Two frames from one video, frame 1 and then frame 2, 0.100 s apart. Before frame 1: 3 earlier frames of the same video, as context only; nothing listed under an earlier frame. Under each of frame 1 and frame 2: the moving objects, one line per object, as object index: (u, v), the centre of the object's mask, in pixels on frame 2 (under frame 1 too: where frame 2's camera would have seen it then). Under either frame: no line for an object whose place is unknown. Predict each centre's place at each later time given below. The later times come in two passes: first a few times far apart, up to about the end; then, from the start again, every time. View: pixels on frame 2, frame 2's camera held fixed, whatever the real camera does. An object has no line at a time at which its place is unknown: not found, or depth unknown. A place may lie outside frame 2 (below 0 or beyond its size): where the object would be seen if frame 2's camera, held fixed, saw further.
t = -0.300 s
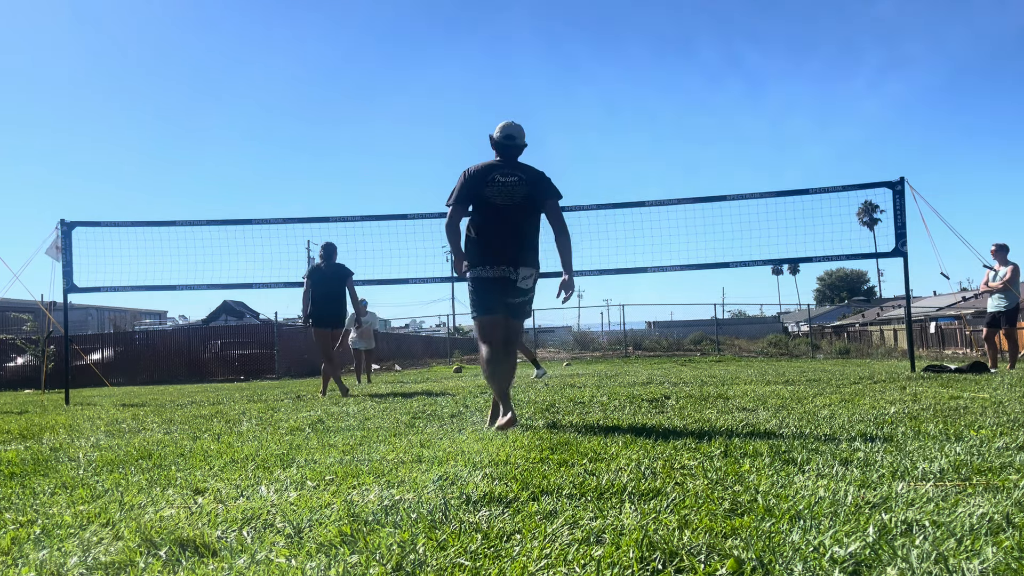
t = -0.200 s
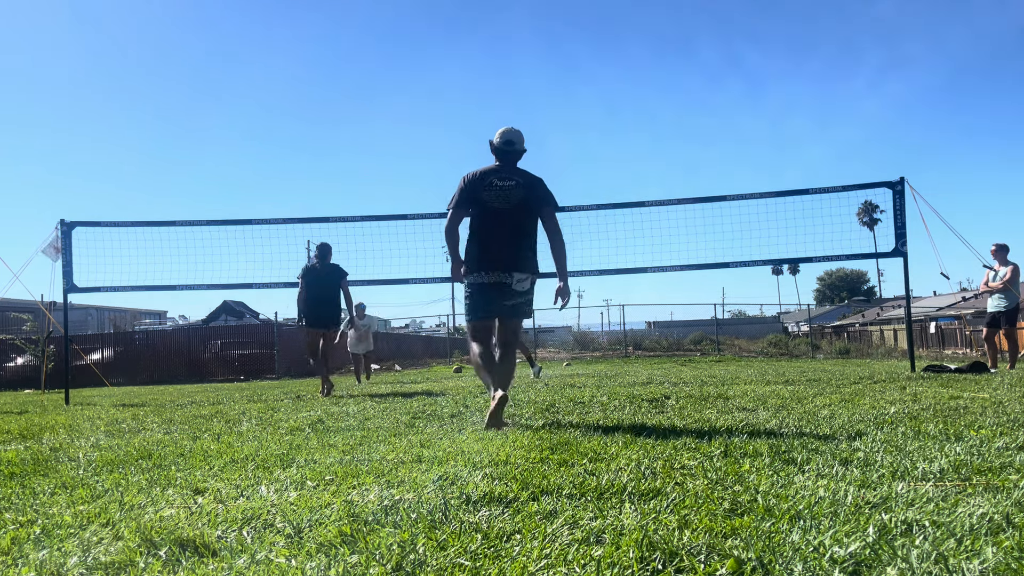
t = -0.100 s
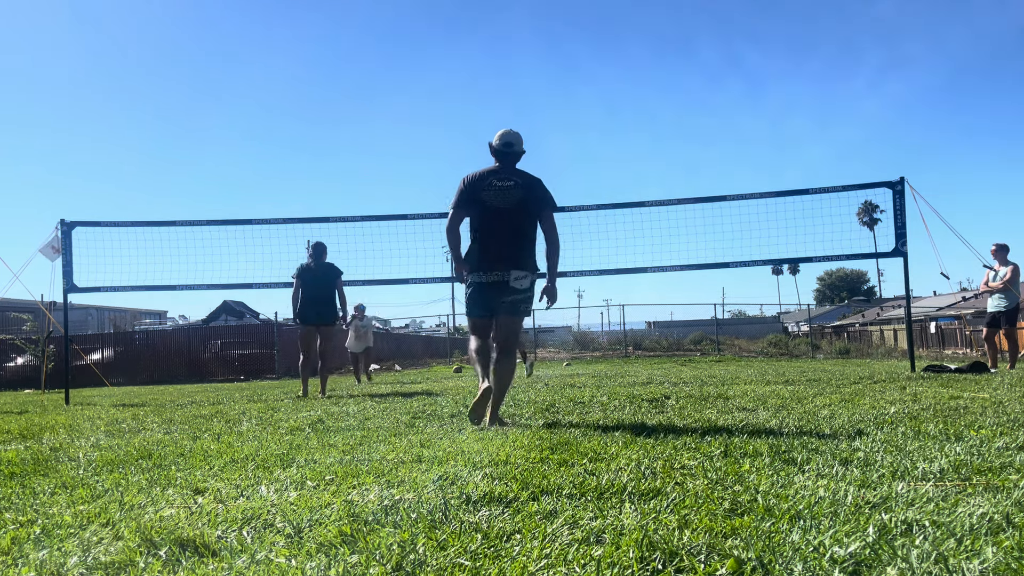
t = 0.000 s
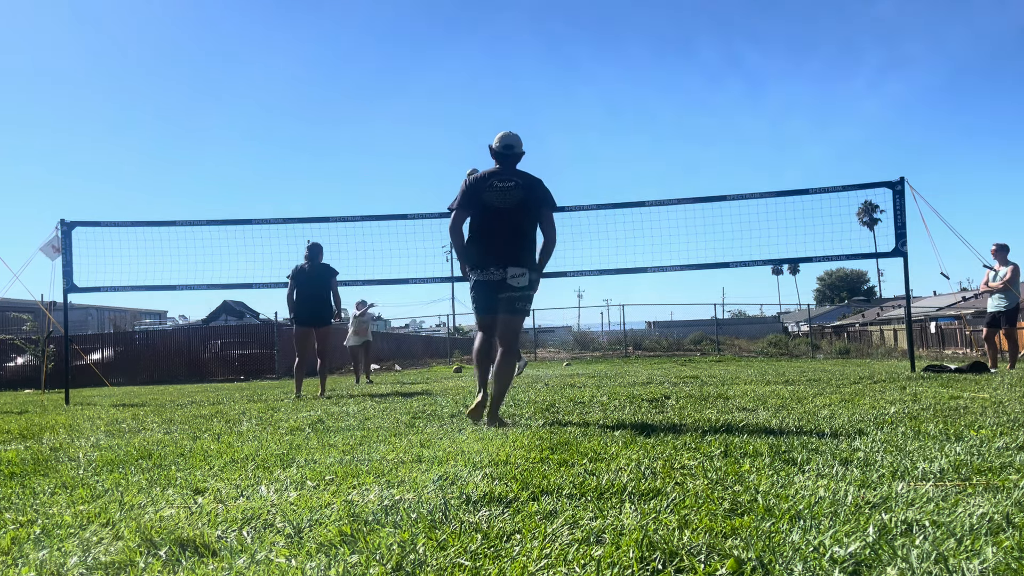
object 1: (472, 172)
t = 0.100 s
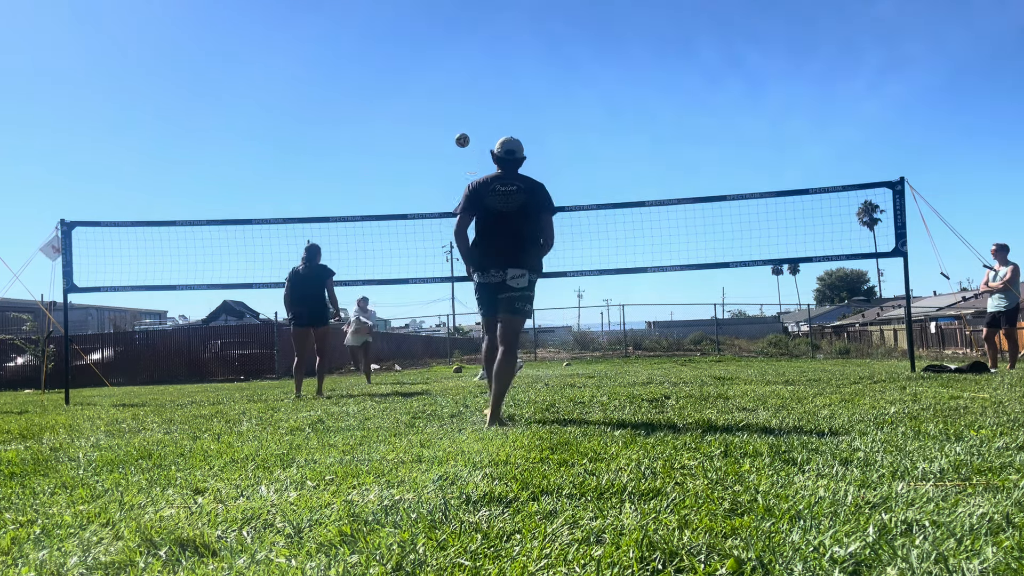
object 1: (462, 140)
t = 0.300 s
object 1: (441, 90)
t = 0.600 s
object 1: (409, 64)
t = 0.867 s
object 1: (381, 92)
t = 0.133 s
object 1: (459, 130)
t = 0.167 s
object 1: (455, 121)
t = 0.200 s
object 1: (451, 112)
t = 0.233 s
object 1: (448, 104)
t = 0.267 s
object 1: (444, 97)
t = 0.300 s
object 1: (441, 90)
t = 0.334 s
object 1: (437, 85)
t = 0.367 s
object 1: (434, 80)
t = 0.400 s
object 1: (430, 75)
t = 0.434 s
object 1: (426, 71)
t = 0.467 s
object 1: (423, 68)
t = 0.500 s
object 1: (419, 66)
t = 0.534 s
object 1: (416, 65)
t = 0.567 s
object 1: (412, 64)
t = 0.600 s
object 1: (409, 64)
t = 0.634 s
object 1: (405, 65)
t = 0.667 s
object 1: (402, 66)
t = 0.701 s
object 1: (399, 69)
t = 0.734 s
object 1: (395, 72)
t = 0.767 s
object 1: (392, 76)
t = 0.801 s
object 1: (388, 80)
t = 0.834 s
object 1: (385, 86)
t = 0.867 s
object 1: (381, 92)
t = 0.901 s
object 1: (378, 99)
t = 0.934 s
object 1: (374, 107)
